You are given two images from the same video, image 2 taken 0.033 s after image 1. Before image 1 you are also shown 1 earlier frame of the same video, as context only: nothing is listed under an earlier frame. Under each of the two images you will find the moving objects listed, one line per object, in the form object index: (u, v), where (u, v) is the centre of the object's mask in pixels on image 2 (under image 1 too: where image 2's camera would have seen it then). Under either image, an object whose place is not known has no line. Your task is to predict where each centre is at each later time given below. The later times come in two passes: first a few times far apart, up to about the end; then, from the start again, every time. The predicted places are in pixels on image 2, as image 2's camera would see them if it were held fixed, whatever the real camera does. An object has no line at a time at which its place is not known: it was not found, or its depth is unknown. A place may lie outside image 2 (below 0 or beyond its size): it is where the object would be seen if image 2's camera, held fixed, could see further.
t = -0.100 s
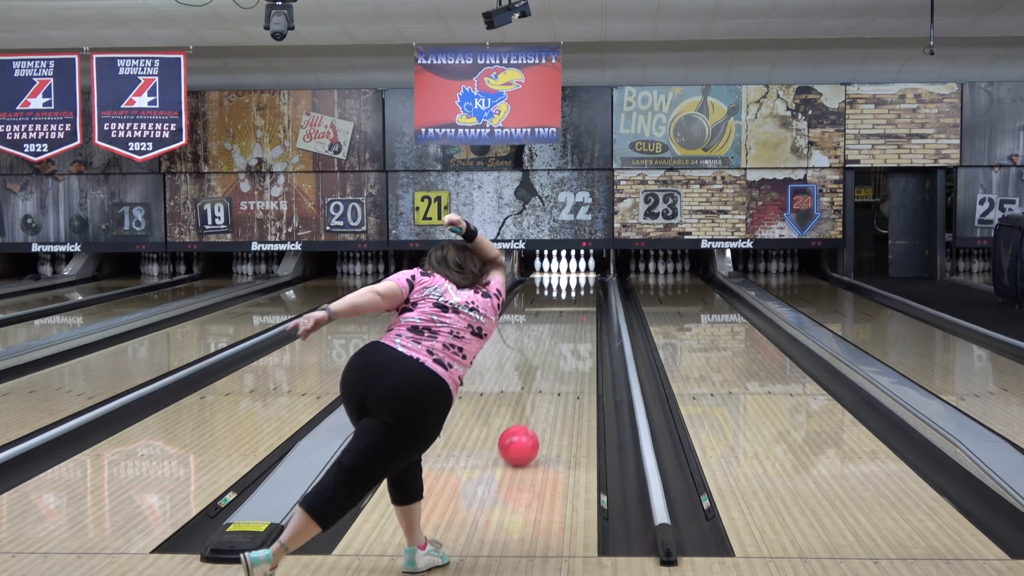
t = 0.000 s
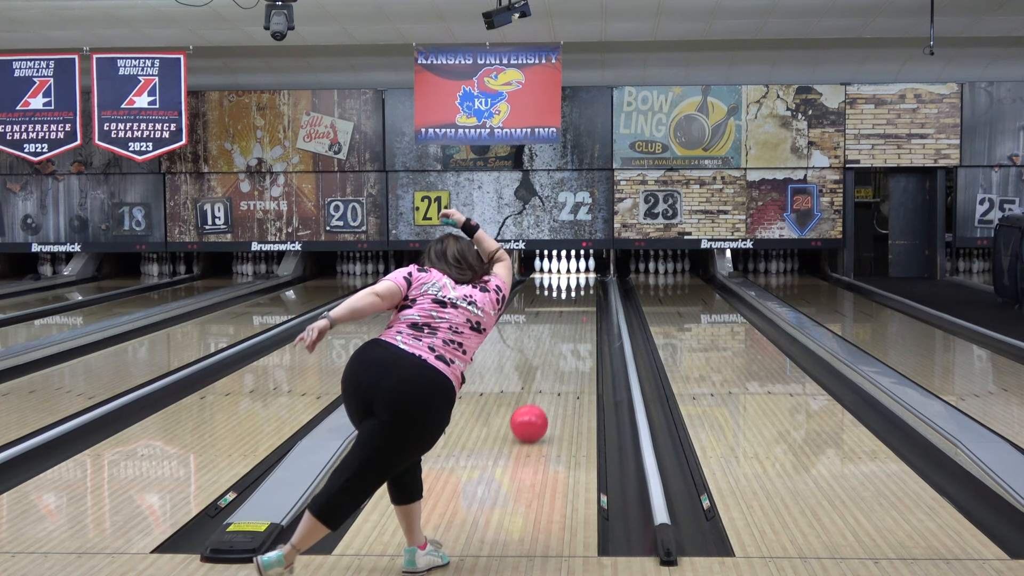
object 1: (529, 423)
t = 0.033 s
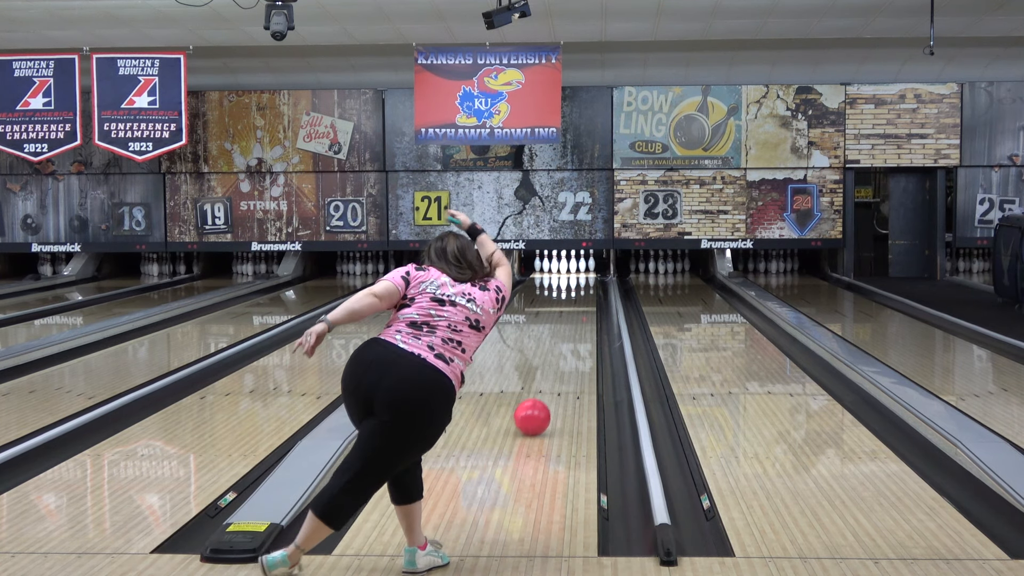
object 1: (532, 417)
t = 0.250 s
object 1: (548, 382)
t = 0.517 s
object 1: (562, 352)
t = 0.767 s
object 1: (571, 331)
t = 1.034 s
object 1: (577, 314)
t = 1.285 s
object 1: (582, 301)
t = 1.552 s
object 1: (584, 291)
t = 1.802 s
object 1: (583, 284)
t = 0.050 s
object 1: (534, 414)
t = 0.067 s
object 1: (535, 411)
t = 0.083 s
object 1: (536, 408)
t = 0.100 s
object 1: (538, 405)
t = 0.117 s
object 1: (539, 402)
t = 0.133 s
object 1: (540, 400)
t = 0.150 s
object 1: (542, 397)
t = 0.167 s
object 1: (543, 394)
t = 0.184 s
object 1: (544, 392)
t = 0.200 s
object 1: (545, 389)
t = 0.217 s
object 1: (546, 387)
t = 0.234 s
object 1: (547, 384)
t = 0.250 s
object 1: (548, 382)
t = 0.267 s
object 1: (549, 380)
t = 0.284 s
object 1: (550, 378)
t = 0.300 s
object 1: (551, 376)
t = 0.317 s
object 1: (552, 374)
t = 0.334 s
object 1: (553, 371)
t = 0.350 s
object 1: (554, 370)
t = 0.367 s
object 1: (555, 368)
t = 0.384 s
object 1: (556, 366)
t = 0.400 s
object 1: (557, 364)
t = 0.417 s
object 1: (557, 362)
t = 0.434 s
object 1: (558, 360)
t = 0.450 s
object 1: (559, 359)
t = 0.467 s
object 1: (560, 357)
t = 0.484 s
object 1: (561, 355)
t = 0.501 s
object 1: (561, 354)
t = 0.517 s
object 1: (562, 352)
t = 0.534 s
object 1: (563, 350)
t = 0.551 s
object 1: (564, 349)
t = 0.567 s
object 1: (564, 347)
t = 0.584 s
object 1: (565, 346)
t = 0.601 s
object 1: (566, 344)
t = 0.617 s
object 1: (566, 343)
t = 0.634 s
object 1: (567, 342)
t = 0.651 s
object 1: (567, 340)
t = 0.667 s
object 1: (568, 339)
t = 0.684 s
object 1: (568, 337)
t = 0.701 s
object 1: (569, 336)
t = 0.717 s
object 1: (569, 335)
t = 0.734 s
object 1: (570, 333)
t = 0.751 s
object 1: (571, 332)
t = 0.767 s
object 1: (571, 331)
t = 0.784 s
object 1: (572, 330)
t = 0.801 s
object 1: (572, 329)
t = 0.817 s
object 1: (573, 327)
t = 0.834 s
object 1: (573, 326)
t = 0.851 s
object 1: (573, 325)
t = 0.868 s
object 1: (574, 324)
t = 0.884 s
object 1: (574, 323)
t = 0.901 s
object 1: (575, 322)
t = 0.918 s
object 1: (575, 321)
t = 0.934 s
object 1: (575, 320)
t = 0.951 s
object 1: (576, 319)
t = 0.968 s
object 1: (576, 318)
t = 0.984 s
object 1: (576, 317)
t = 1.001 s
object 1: (577, 316)
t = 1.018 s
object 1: (577, 315)
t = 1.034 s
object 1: (577, 314)
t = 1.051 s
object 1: (578, 313)
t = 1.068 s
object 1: (578, 312)
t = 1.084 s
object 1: (578, 311)
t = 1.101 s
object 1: (579, 310)
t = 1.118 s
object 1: (579, 309)
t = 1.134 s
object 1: (579, 309)
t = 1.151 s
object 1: (580, 308)
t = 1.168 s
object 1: (580, 307)
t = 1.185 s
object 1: (580, 306)
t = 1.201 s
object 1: (580, 306)
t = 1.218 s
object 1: (581, 305)
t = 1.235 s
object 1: (581, 304)
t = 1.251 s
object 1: (581, 303)
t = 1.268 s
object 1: (581, 302)
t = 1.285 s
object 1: (582, 301)
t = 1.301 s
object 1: (582, 301)
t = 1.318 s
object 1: (582, 300)
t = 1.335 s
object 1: (582, 300)
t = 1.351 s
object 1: (582, 299)
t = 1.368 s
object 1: (582, 299)
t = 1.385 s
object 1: (583, 298)
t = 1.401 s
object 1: (583, 297)
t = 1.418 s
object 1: (583, 296)
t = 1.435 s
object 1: (582, 296)
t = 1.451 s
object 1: (583, 295)
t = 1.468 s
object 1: (583, 294)
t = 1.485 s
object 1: (583, 294)
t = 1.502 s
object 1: (583, 293)
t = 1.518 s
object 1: (584, 293)
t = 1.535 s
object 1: (584, 292)
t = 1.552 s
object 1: (584, 291)
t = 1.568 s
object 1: (584, 291)
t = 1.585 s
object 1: (584, 290)
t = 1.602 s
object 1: (584, 290)
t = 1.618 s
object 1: (584, 289)
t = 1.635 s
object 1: (584, 288)
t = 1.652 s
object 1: (583, 288)
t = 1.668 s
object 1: (583, 287)
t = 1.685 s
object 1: (583, 287)
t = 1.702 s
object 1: (583, 286)
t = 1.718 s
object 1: (583, 286)
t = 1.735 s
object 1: (583, 285)
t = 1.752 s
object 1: (583, 285)
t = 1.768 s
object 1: (583, 285)
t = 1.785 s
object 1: (583, 284)
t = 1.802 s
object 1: (583, 284)
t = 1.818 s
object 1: (583, 283)
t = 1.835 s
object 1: (582, 282)
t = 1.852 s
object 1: (582, 282)
